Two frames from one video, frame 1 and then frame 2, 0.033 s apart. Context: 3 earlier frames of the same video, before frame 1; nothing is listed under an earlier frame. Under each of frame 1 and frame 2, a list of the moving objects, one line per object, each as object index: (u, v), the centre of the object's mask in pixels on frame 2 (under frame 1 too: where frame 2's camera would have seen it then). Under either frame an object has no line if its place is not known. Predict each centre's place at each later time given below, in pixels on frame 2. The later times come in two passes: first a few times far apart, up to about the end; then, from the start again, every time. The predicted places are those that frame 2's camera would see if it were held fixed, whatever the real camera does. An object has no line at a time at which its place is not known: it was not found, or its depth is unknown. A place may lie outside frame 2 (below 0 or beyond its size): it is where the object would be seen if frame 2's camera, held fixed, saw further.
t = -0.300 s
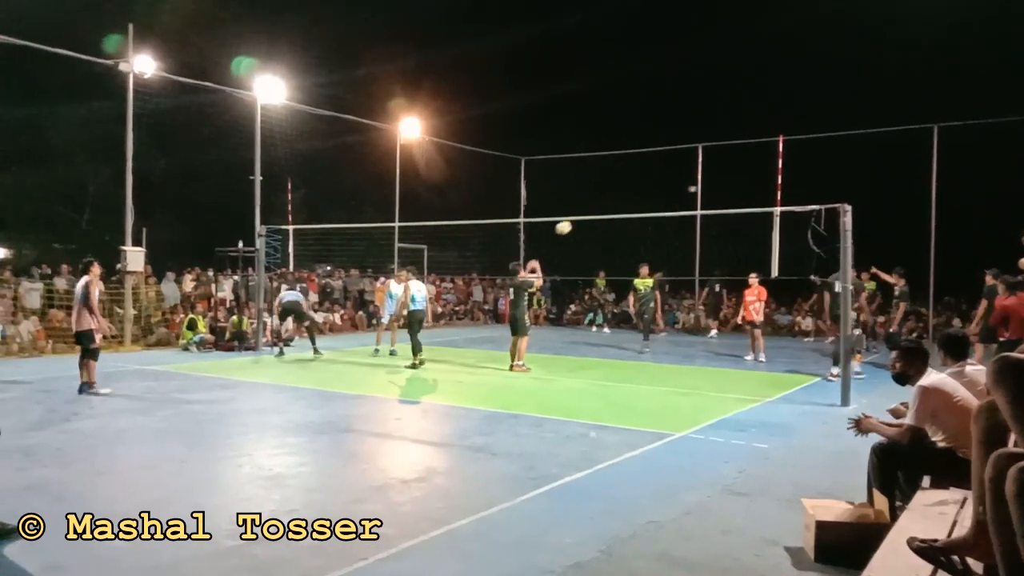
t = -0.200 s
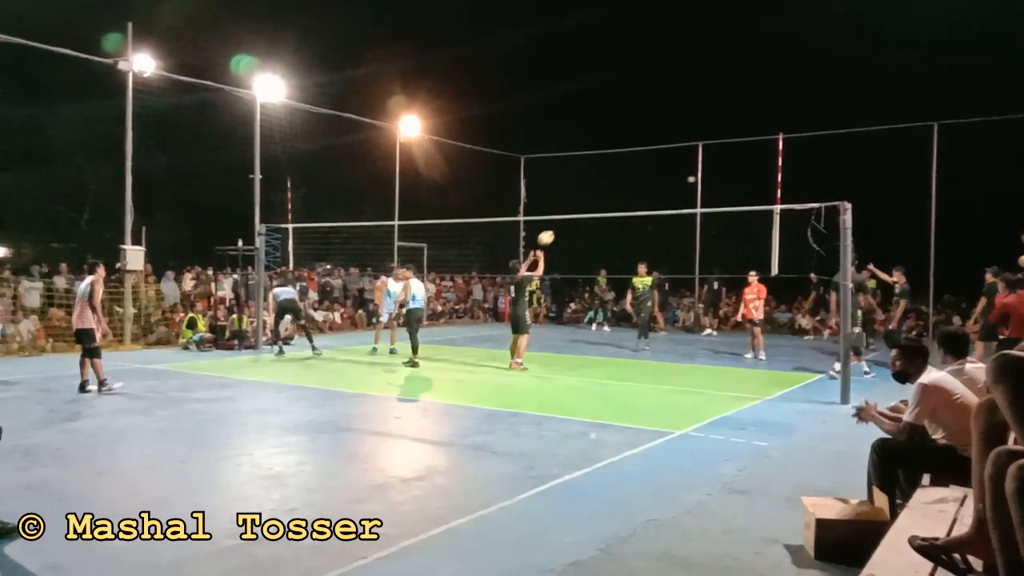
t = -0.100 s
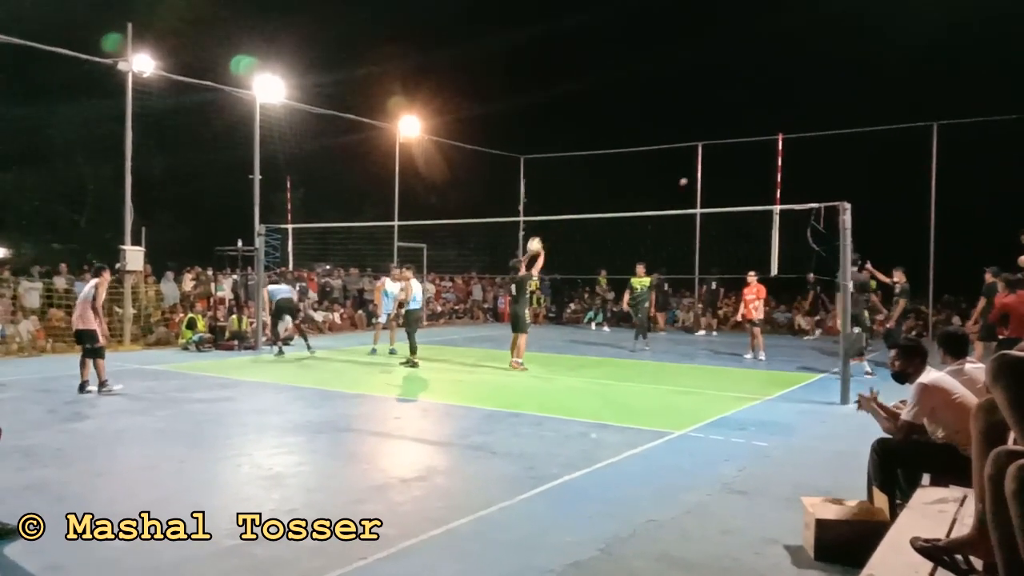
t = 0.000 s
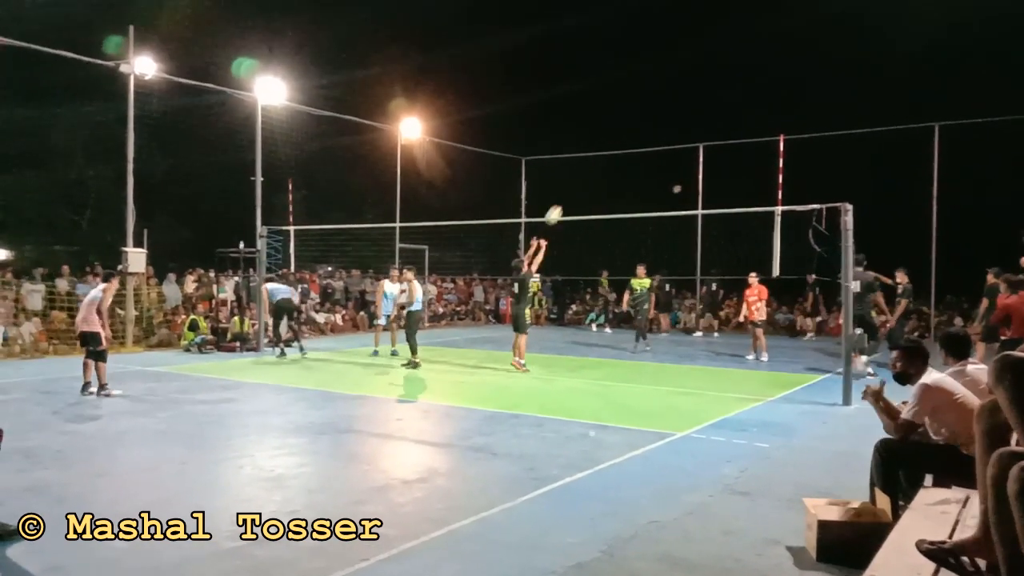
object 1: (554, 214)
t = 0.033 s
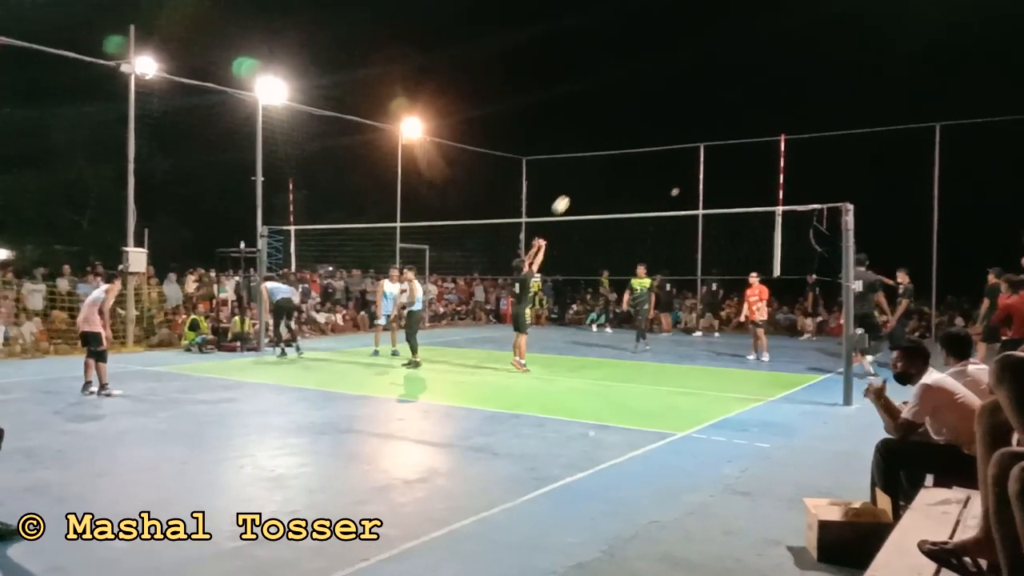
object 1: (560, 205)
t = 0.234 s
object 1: (596, 163)
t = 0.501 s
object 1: (639, 148)
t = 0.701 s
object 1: (668, 164)
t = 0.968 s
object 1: (705, 220)
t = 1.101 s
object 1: (720, 259)
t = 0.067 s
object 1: (566, 196)
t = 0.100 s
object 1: (572, 188)
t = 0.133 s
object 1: (579, 181)
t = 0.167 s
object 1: (584, 175)
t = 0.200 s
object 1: (590, 169)
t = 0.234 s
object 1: (596, 163)
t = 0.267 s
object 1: (601, 159)
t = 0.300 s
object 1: (607, 156)
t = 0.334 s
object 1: (613, 153)
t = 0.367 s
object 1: (618, 151)
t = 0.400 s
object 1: (624, 149)
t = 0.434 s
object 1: (628, 148)
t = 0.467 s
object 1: (634, 148)
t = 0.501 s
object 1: (639, 148)
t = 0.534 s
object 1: (644, 149)
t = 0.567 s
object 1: (649, 151)
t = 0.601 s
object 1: (654, 153)
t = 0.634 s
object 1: (659, 156)
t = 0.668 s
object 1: (664, 160)
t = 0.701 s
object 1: (668, 164)
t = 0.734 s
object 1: (673, 169)
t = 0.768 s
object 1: (678, 175)
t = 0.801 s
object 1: (682, 181)
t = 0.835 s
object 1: (687, 187)
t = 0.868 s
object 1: (691, 194)
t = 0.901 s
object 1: (696, 201)
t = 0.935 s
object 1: (700, 210)
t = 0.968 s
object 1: (705, 220)
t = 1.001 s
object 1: (709, 228)
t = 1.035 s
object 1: (712, 238)
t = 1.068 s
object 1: (717, 248)
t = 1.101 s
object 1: (720, 259)
